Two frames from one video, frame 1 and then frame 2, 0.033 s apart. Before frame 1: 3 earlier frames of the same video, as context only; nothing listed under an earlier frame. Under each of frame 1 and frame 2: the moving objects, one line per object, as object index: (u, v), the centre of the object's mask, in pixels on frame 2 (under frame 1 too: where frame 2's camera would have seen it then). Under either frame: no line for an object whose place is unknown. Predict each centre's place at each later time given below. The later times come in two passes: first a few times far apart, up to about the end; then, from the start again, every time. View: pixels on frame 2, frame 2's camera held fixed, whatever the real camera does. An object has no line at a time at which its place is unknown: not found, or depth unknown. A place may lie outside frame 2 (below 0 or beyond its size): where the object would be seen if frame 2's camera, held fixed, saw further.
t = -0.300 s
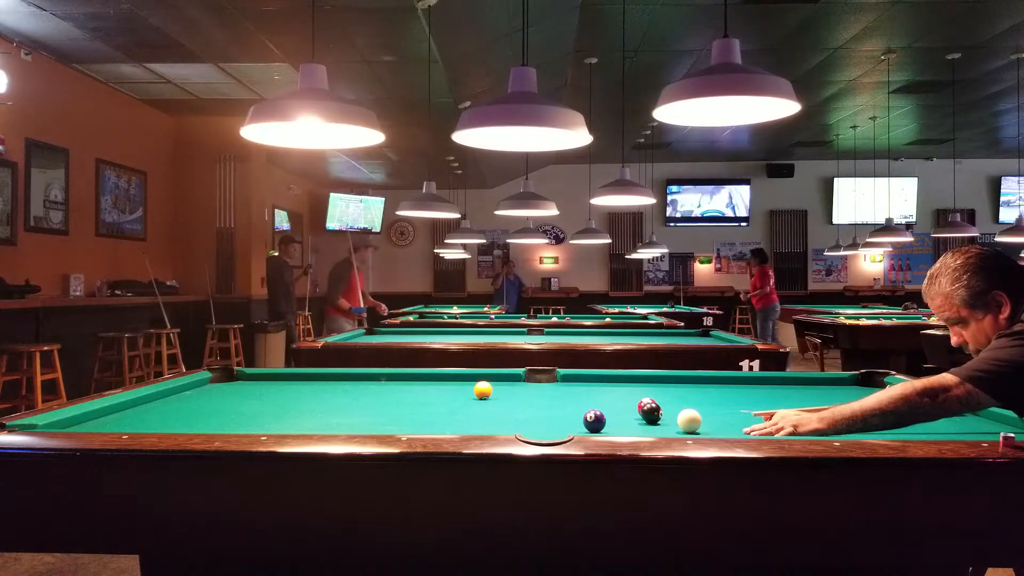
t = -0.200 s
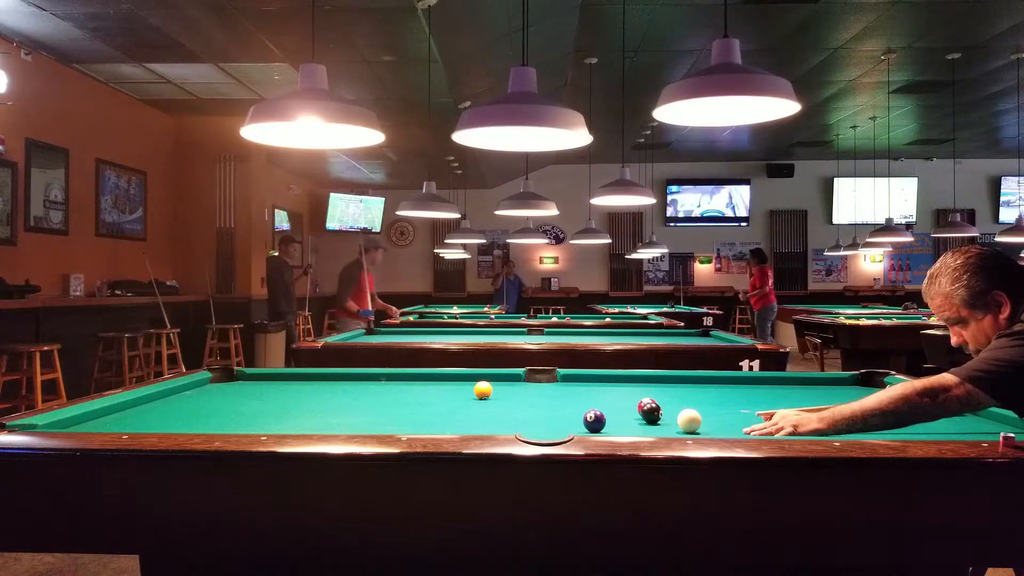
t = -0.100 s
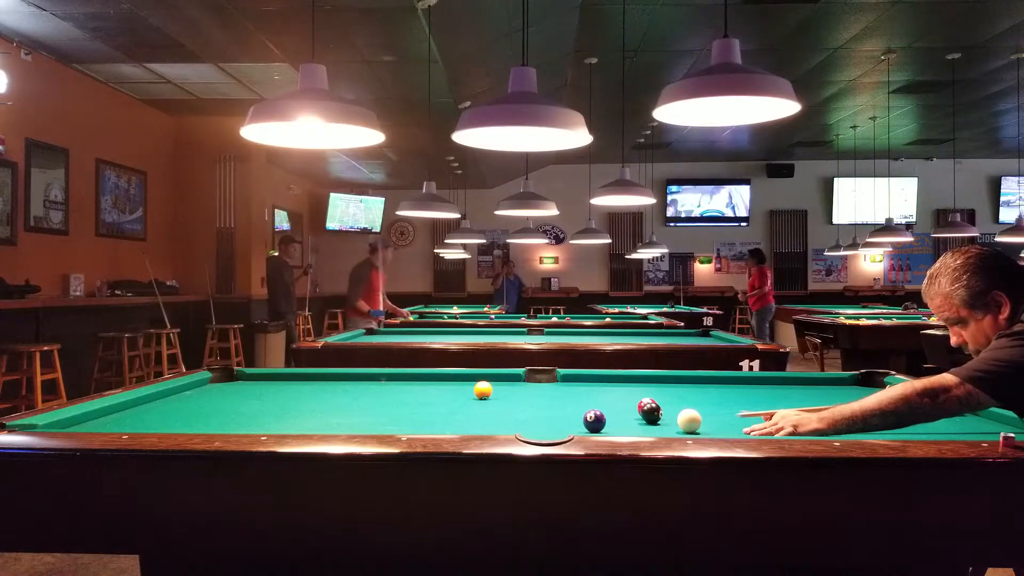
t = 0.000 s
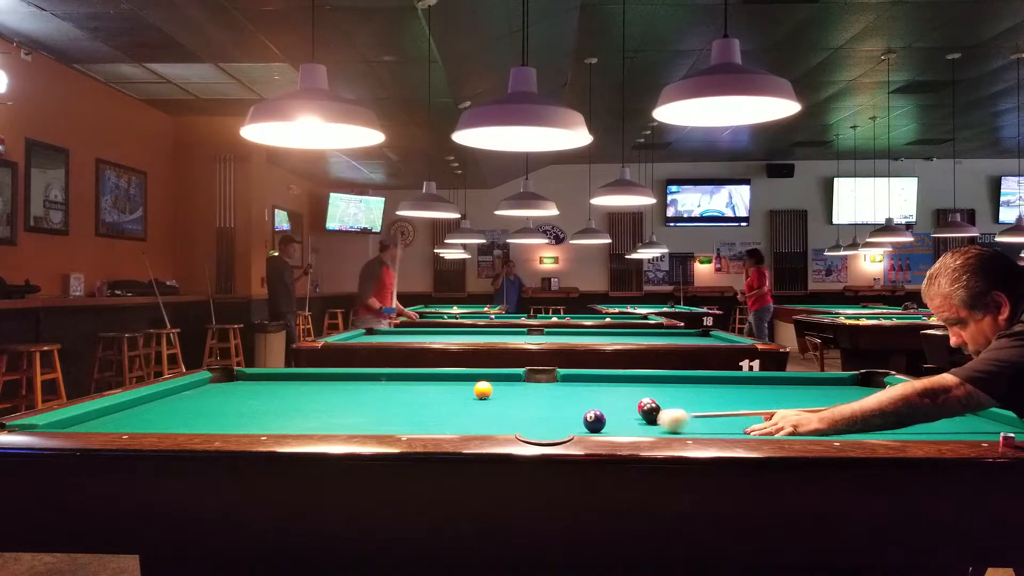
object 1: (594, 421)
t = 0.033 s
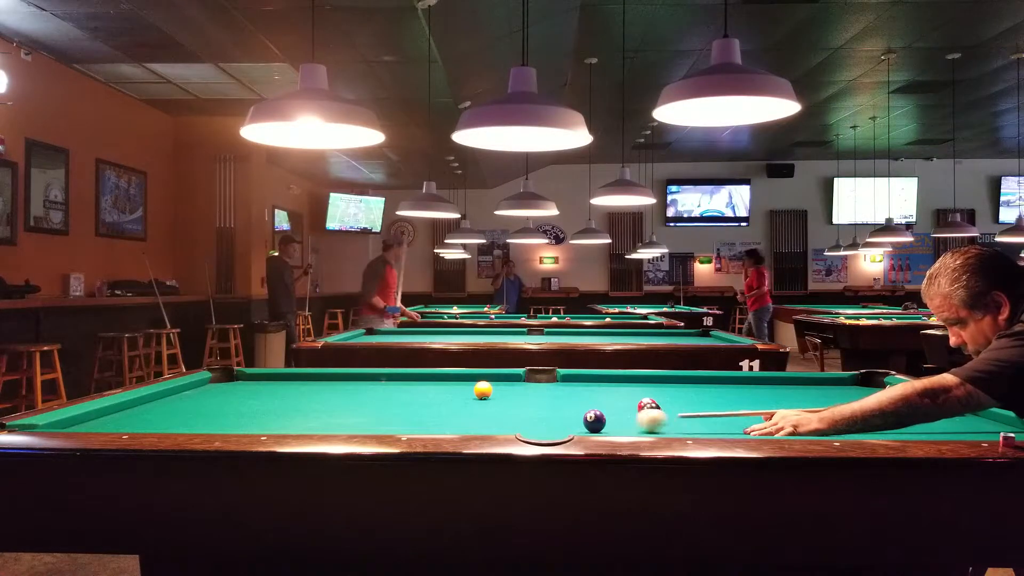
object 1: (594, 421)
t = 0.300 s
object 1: (492, 421)
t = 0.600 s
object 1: (371, 422)
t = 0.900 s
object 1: (249, 423)
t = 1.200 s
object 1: (128, 424)
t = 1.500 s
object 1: (28, 426)
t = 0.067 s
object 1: (594, 421)
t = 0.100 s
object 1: (587, 420)
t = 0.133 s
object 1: (568, 421)
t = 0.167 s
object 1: (551, 421)
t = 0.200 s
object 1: (535, 421)
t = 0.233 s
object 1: (519, 421)
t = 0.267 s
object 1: (505, 421)
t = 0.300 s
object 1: (492, 421)
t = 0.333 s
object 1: (479, 421)
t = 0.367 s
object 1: (465, 421)
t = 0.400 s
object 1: (451, 421)
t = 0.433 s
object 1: (438, 421)
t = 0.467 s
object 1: (425, 421)
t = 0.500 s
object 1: (412, 422)
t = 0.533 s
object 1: (398, 422)
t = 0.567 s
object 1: (384, 422)
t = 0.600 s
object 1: (371, 422)
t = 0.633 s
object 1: (357, 422)
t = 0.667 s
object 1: (344, 422)
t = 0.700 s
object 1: (330, 422)
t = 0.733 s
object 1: (317, 423)
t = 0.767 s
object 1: (303, 423)
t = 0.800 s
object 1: (290, 423)
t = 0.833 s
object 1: (276, 423)
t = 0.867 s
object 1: (263, 423)
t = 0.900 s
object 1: (249, 423)
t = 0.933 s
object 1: (235, 423)
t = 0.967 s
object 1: (223, 423)
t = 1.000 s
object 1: (209, 423)
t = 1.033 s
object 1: (194, 424)
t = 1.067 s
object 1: (181, 424)
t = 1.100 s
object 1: (168, 424)
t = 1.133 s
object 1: (155, 424)
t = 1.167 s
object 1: (141, 424)
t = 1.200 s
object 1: (128, 424)
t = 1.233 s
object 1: (114, 424)
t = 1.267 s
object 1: (101, 424)
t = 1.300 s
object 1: (87, 424)
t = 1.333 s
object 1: (74, 423)
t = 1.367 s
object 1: (62, 423)
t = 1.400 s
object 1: (48, 424)
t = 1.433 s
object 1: (38, 424)
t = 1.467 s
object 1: (33, 424)
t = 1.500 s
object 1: (28, 426)
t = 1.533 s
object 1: (24, 428)
